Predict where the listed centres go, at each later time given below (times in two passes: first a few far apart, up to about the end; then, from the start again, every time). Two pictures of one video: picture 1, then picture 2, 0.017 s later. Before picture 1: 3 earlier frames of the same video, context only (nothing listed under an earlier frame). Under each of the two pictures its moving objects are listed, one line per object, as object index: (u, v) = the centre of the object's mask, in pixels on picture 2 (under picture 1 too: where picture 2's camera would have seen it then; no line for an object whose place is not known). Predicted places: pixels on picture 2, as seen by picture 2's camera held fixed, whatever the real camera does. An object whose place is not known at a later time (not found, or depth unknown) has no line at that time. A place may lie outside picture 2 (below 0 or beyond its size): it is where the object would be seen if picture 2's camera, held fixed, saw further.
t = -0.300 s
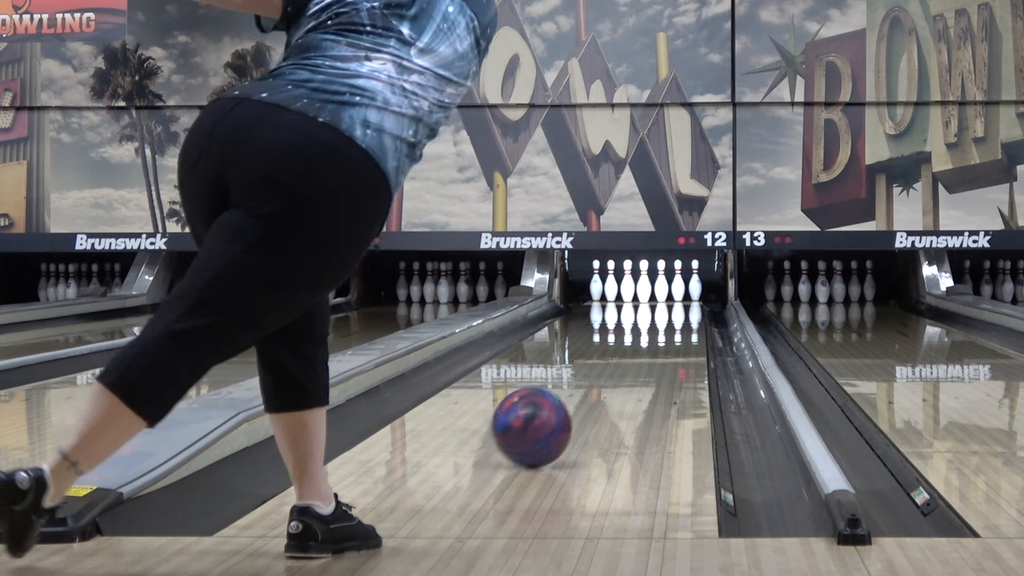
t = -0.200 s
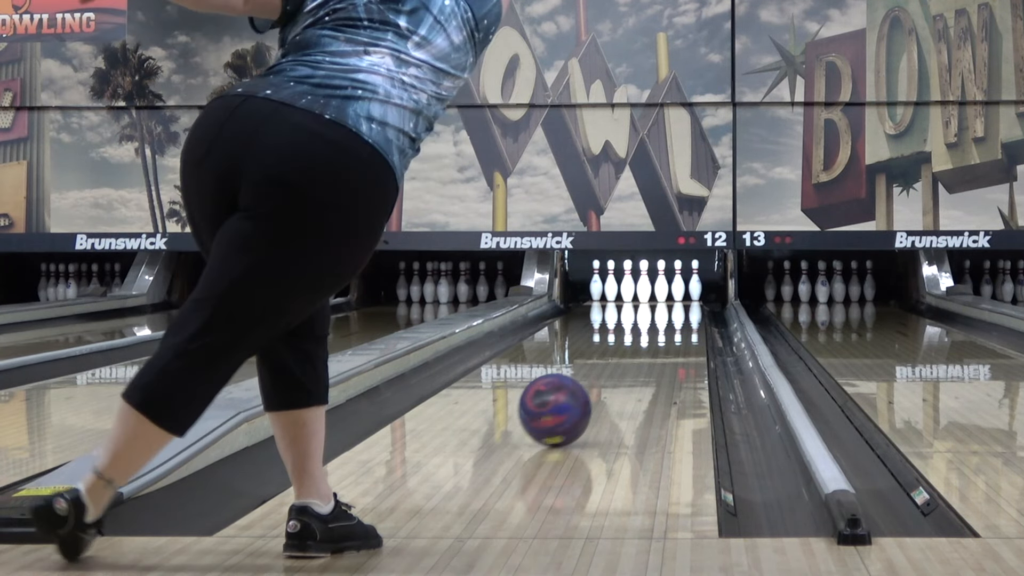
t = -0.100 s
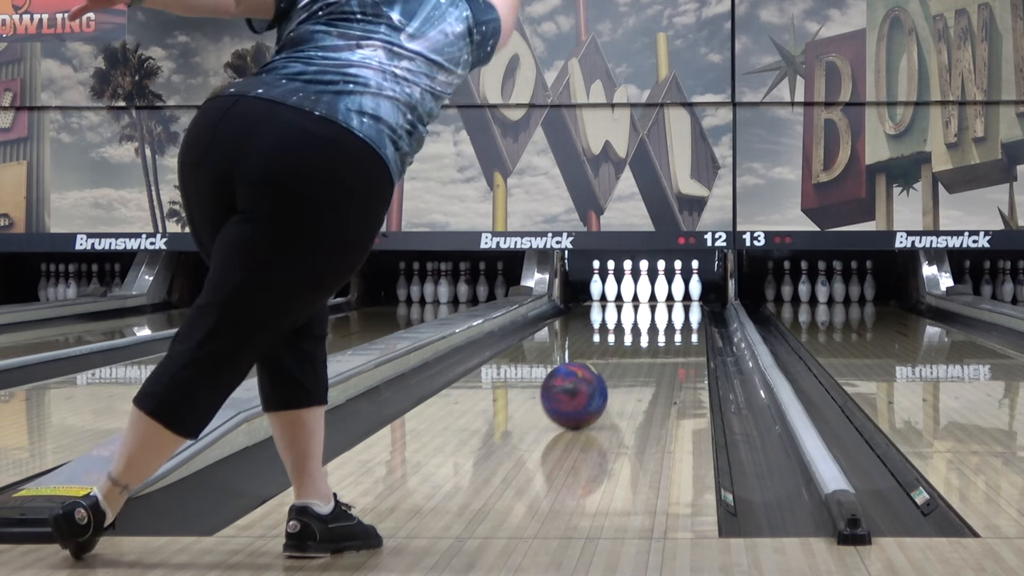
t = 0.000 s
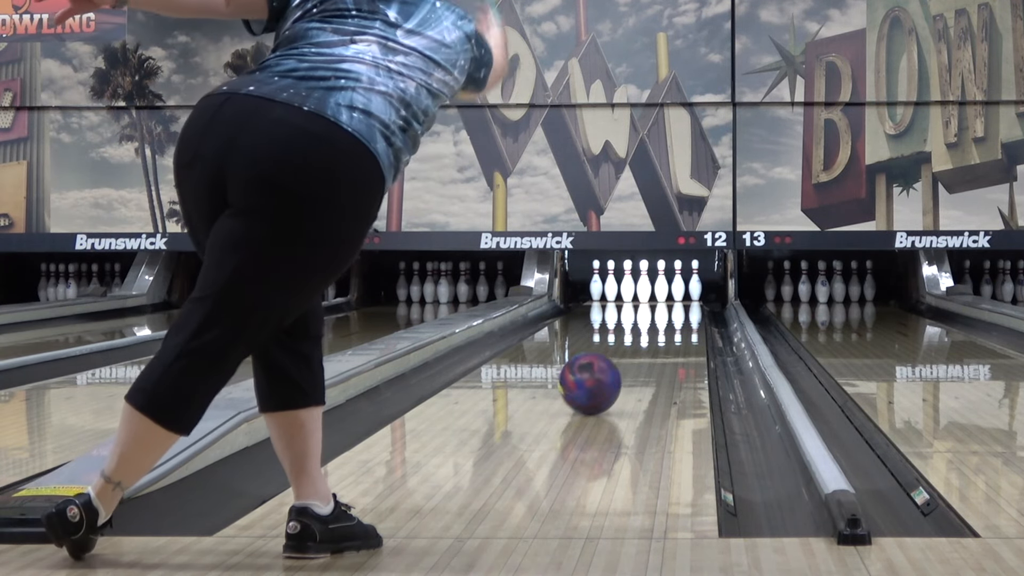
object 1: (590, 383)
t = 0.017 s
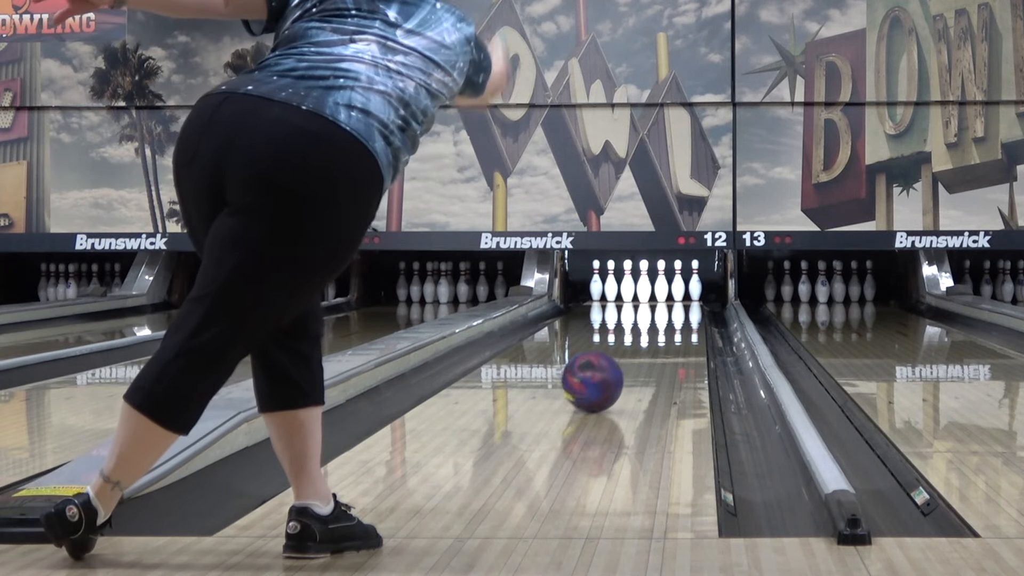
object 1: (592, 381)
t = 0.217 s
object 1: (617, 362)
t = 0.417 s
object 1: (635, 348)
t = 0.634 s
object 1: (650, 334)
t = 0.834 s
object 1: (661, 326)
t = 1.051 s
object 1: (670, 318)
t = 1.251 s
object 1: (676, 312)
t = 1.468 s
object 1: (680, 307)
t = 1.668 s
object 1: (681, 302)
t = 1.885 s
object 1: (677, 299)
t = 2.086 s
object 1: (669, 295)
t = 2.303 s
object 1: (658, 292)
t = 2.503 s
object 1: (655, 290)
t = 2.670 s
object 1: (659, 289)
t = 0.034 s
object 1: (595, 380)
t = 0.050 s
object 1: (597, 378)
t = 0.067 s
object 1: (599, 376)
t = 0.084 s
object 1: (601, 374)
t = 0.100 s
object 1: (603, 373)
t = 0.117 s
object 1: (605, 371)
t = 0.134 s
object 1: (607, 369)
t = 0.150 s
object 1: (610, 368)
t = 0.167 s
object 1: (612, 366)
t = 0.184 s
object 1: (613, 365)
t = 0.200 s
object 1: (615, 363)
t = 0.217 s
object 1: (617, 362)
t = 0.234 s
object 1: (619, 361)
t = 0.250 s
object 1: (620, 360)
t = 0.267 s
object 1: (622, 358)
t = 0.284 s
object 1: (623, 357)
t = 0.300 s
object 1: (625, 356)
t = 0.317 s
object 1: (627, 355)
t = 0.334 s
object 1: (628, 354)
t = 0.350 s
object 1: (630, 352)
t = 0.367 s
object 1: (631, 351)
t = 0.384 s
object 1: (633, 350)
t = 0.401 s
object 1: (634, 349)
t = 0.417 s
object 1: (635, 348)
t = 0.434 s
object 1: (637, 347)
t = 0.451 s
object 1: (638, 345)
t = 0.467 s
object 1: (639, 344)
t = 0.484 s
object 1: (640, 343)
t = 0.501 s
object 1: (642, 342)
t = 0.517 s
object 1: (643, 341)
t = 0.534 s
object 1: (644, 340)
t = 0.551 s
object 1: (645, 339)
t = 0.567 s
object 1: (646, 338)
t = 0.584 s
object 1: (647, 337)
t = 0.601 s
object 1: (648, 337)
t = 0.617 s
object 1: (649, 336)
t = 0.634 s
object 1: (650, 334)
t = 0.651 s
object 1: (651, 334)
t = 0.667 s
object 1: (653, 333)
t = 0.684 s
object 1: (653, 332)
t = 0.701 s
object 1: (654, 332)
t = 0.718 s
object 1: (654, 331)
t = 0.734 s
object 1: (656, 330)
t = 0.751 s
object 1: (657, 329)
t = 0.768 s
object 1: (657, 329)
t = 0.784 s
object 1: (658, 328)
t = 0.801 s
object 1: (659, 327)
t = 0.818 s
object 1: (660, 326)
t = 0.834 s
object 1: (661, 326)
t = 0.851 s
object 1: (662, 325)
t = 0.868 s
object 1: (663, 325)
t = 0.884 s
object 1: (663, 324)
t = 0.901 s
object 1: (664, 323)
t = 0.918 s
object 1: (664, 323)
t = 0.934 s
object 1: (665, 322)
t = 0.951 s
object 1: (666, 321)
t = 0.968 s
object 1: (667, 321)
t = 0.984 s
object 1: (667, 320)
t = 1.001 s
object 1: (668, 319)
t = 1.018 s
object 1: (669, 319)
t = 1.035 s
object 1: (669, 318)
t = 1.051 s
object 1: (670, 318)
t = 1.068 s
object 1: (670, 317)
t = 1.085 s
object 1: (670, 317)
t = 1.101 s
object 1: (671, 316)
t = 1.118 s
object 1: (672, 316)
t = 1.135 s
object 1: (672, 315)
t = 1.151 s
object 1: (673, 315)
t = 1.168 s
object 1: (674, 314)
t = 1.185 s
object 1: (674, 314)
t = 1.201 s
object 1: (675, 313)
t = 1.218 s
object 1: (675, 313)
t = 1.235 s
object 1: (676, 312)
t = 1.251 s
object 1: (676, 312)
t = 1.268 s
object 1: (677, 311)
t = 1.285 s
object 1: (677, 311)
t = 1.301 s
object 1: (677, 310)
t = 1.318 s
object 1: (678, 310)
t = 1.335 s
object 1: (678, 310)
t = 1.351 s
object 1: (678, 309)
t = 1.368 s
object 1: (679, 309)
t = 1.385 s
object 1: (679, 308)
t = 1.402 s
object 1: (679, 308)
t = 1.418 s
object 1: (680, 307)
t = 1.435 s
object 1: (680, 307)
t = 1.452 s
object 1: (680, 307)
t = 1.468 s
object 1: (680, 307)
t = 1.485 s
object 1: (681, 306)
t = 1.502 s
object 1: (681, 306)
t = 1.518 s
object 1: (681, 305)
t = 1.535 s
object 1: (681, 305)
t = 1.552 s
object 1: (681, 305)
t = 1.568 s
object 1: (681, 304)
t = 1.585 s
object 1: (681, 304)
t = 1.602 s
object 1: (681, 304)
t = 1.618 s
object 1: (681, 303)
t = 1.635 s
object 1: (681, 303)
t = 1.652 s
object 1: (681, 303)
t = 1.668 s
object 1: (681, 302)
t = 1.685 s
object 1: (681, 302)
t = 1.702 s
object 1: (681, 302)
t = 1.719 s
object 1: (681, 301)
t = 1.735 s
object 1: (681, 301)
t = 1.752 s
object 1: (680, 301)
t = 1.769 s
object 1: (680, 301)
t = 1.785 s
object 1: (680, 300)
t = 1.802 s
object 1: (680, 300)
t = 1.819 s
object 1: (679, 300)
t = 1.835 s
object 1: (679, 300)
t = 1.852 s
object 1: (678, 299)
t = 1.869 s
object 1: (678, 299)
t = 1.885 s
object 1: (677, 299)
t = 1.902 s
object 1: (677, 298)
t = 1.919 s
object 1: (677, 298)
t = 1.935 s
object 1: (676, 298)
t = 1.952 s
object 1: (675, 297)
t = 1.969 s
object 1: (674, 297)
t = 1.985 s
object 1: (674, 297)
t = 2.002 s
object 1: (673, 297)
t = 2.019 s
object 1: (672, 296)
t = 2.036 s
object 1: (671, 296)
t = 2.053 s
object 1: (670, 296)
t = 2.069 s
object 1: (670, 296)
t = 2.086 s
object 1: (669, 295)
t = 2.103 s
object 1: (668, 295)
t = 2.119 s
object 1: (667, 295)
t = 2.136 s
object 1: (666, 295)
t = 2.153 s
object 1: (665, 295)
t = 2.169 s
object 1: (664, 294)
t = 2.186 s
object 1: (664, 294)
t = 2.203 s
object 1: (663, 294)
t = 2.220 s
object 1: (662, 294)
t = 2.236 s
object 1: (661, 293)
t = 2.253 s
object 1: (660, 293)
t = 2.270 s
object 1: (659, 293)
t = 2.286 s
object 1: (659, 293)
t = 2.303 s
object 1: (658, 292)
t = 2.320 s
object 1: (658, 292)
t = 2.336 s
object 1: (657, 292)
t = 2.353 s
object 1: (656, 292)
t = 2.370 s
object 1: (655, 292)
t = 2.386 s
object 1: (654, 291)
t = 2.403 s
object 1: (654, 291)
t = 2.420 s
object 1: (655, 291)
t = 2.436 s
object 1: (655, 291)
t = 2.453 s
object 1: (656, 291)
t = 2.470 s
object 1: (655, 291)
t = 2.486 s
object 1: (655, 290)
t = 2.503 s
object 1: (655, 290)
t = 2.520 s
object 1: (655, 290)
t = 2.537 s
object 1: (655, 290)
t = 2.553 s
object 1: (655, 290)
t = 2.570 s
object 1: (655, 290)
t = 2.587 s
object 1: (656, 290)
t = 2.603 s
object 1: (656, 290)
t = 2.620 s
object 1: (657, 290)
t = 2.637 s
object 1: (657, 290)
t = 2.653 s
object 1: (658, 290)
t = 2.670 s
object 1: (659, 289)
